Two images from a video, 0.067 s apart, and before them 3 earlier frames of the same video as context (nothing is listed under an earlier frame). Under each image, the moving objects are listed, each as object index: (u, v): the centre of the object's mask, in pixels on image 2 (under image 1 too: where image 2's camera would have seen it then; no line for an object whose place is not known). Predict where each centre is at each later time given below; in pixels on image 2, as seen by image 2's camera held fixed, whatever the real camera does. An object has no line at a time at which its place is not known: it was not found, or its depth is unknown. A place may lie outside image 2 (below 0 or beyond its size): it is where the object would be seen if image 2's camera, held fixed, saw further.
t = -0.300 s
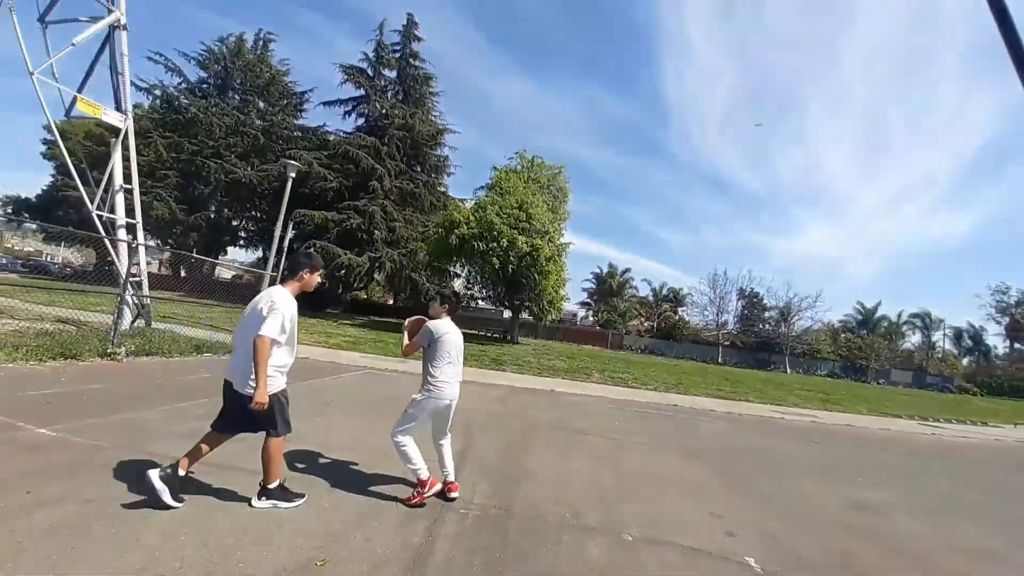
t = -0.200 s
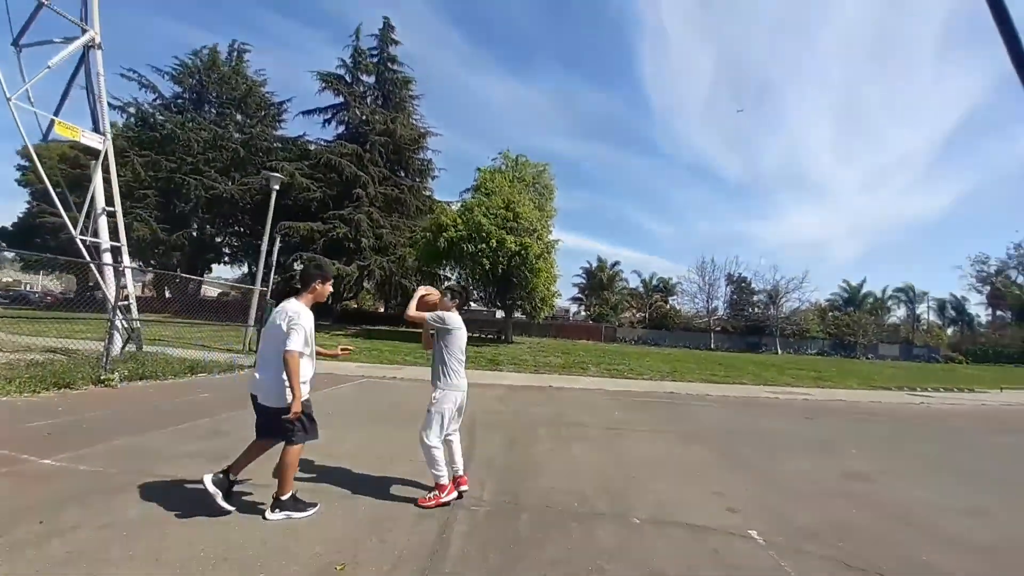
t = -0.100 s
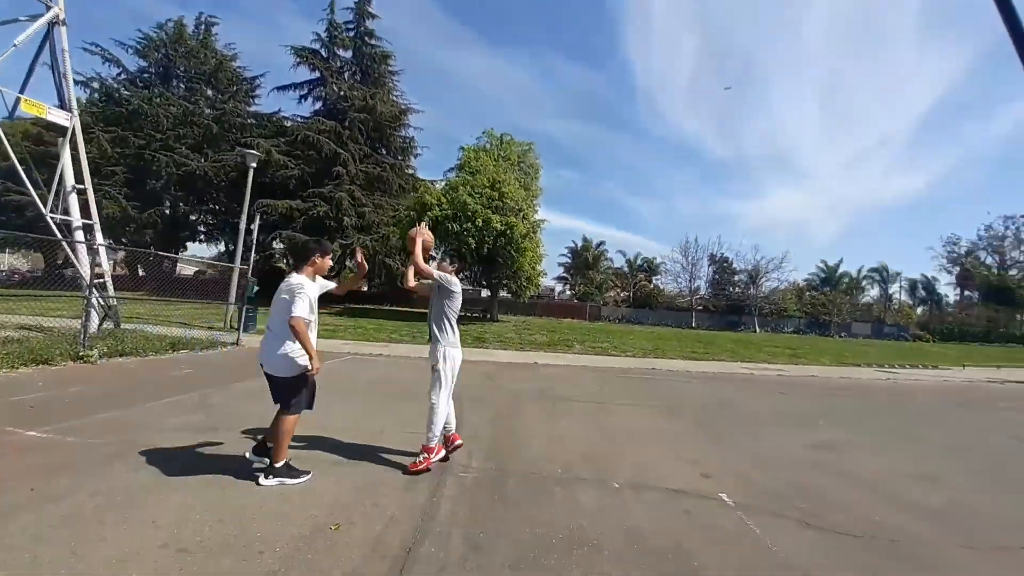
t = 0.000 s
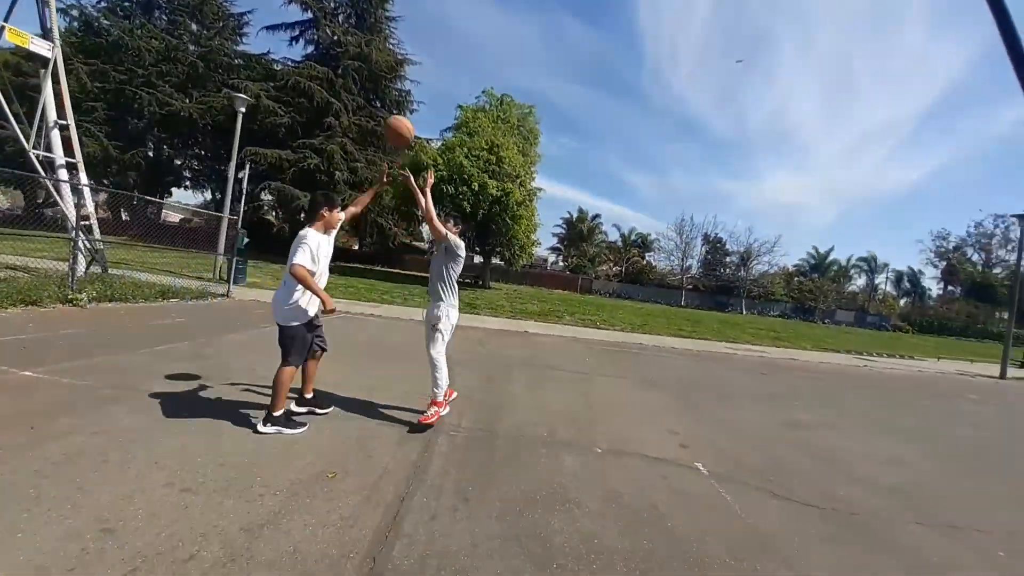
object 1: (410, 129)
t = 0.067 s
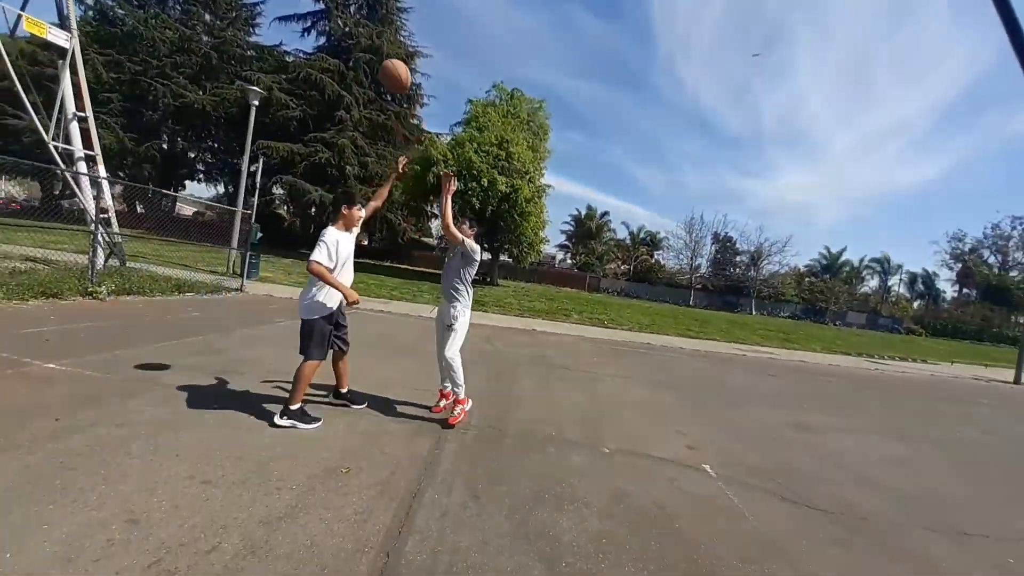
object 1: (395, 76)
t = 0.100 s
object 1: (388, 52)
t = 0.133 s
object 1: (381, 27)
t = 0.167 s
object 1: (374, 7)
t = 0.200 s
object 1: (365, -7)
